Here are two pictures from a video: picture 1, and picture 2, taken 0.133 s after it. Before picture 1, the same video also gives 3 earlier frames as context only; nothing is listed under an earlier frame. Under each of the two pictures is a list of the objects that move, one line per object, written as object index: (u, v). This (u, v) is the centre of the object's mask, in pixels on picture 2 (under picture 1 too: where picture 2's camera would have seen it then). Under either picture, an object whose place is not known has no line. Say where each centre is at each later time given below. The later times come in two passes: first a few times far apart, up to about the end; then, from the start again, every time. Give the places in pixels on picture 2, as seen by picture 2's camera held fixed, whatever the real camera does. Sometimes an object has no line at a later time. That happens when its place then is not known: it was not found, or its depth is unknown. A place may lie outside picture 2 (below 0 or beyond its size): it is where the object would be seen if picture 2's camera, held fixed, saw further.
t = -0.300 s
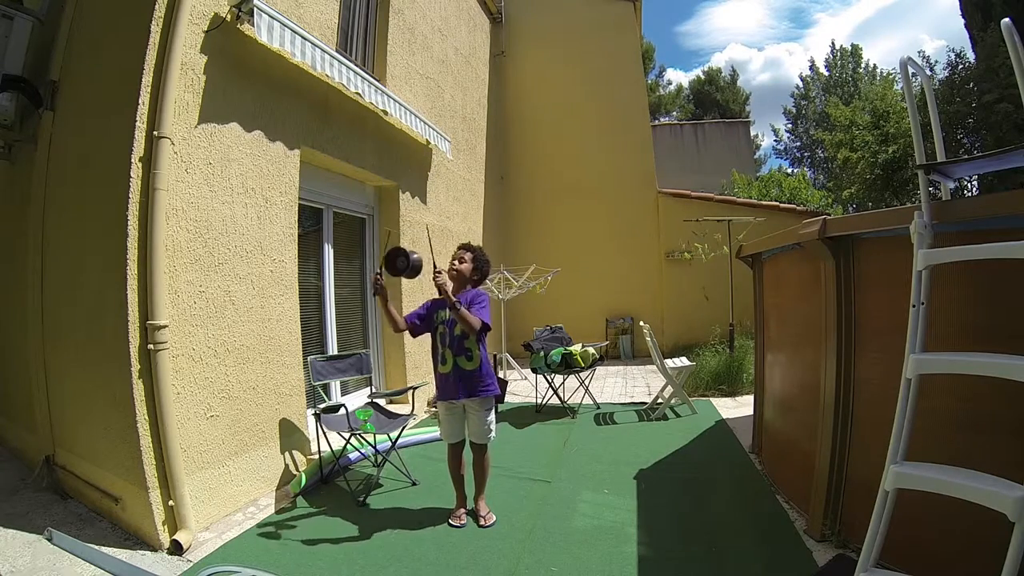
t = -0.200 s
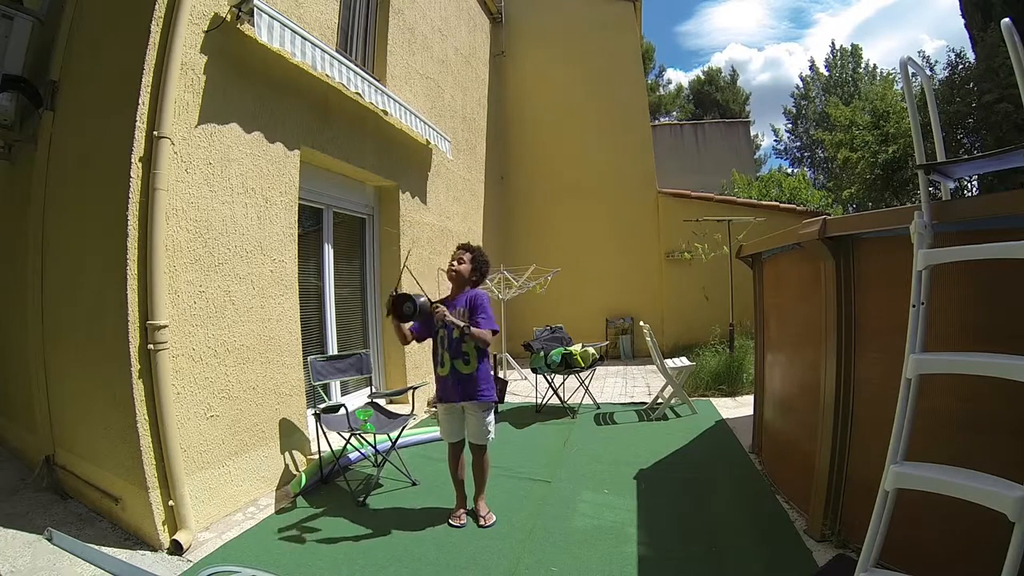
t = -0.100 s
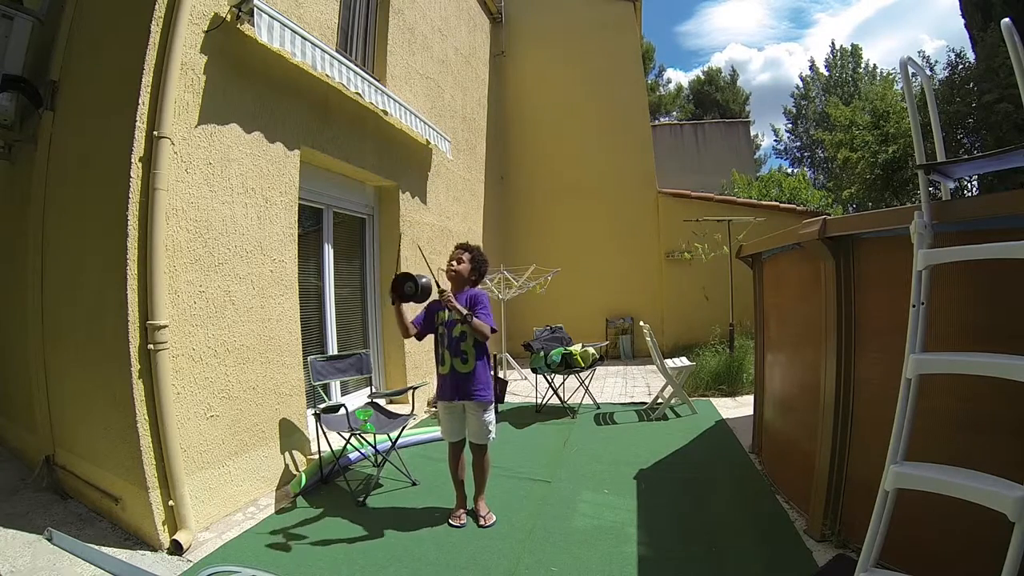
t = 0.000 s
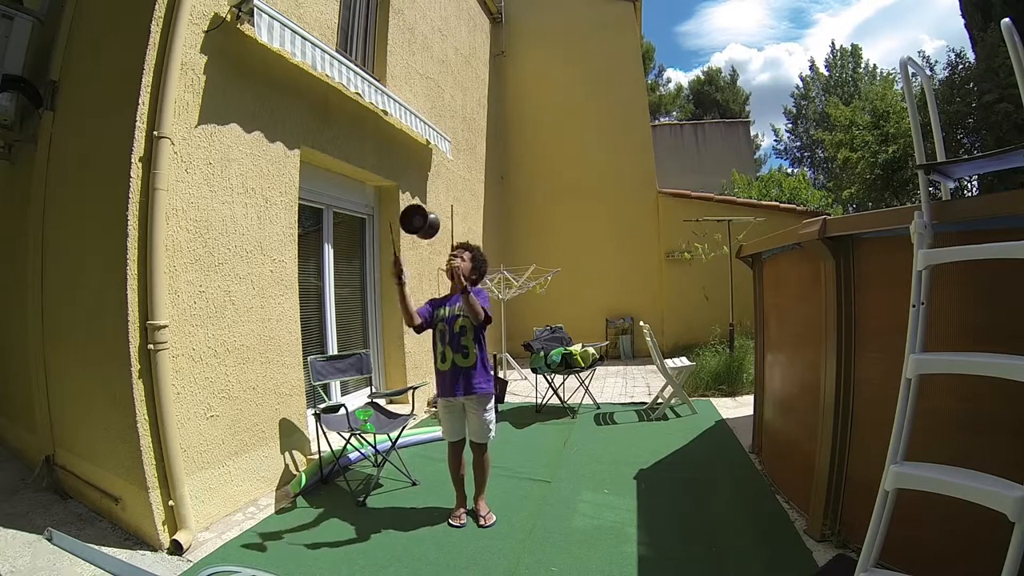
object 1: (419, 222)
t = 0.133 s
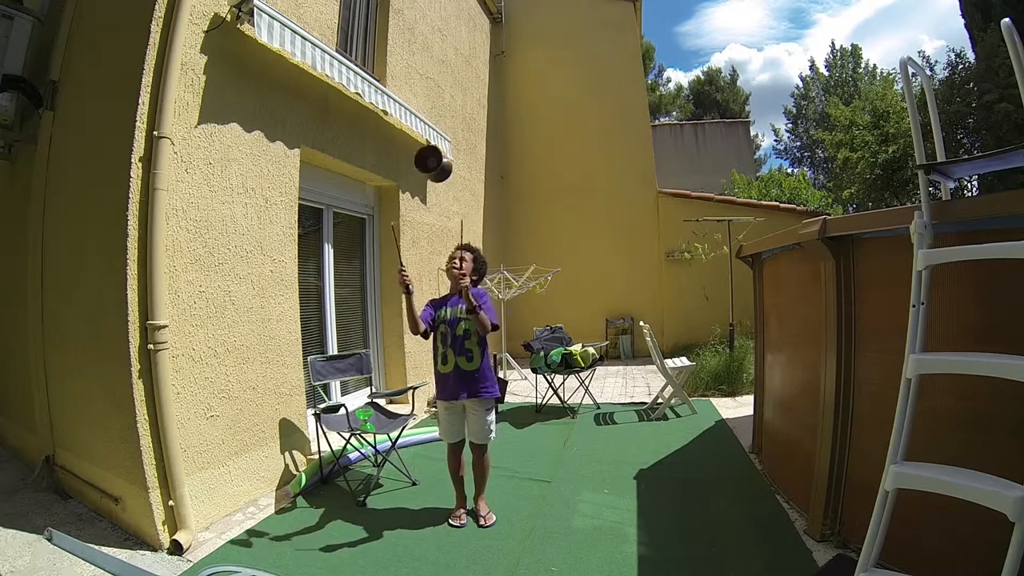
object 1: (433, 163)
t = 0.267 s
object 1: (447, 146)
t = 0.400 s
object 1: (460, 166)
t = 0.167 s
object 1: (436, 156)
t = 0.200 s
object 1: (440, 150)
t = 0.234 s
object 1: (443, 147)
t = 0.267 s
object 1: (447, 146)
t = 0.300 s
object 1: (450, 148)
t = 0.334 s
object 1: (453, 151)
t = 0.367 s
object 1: (457, 158)
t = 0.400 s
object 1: (460, 166)
